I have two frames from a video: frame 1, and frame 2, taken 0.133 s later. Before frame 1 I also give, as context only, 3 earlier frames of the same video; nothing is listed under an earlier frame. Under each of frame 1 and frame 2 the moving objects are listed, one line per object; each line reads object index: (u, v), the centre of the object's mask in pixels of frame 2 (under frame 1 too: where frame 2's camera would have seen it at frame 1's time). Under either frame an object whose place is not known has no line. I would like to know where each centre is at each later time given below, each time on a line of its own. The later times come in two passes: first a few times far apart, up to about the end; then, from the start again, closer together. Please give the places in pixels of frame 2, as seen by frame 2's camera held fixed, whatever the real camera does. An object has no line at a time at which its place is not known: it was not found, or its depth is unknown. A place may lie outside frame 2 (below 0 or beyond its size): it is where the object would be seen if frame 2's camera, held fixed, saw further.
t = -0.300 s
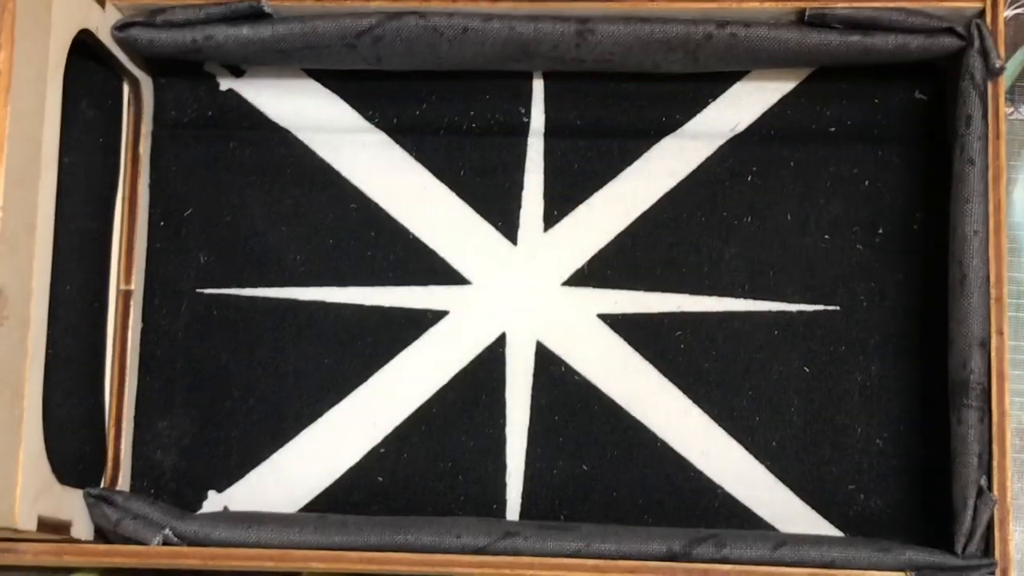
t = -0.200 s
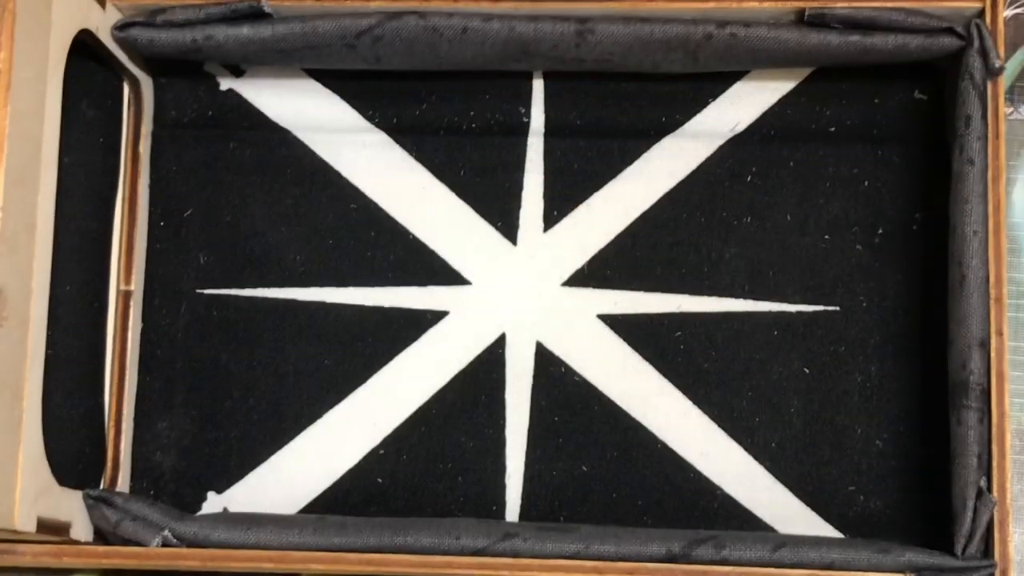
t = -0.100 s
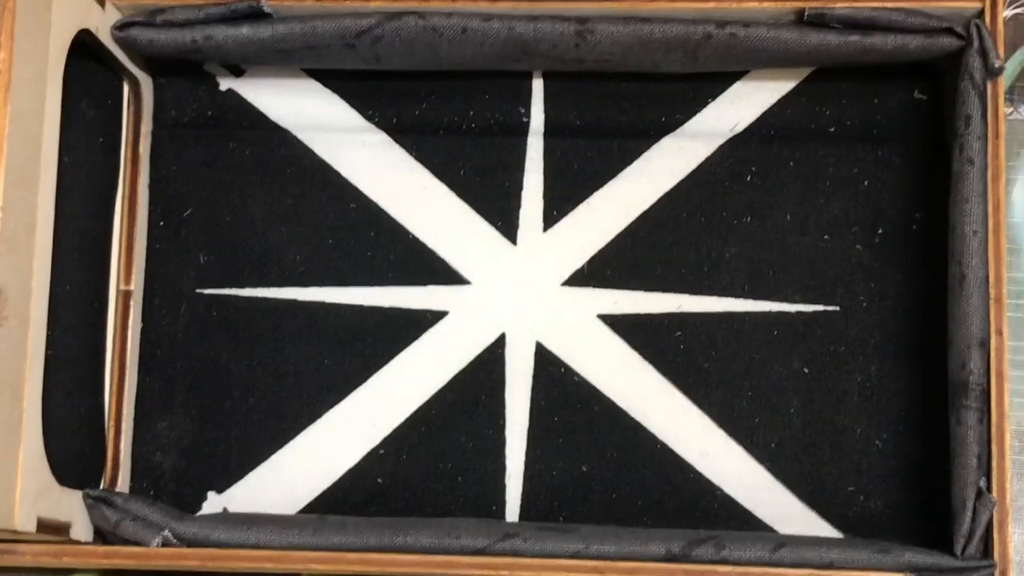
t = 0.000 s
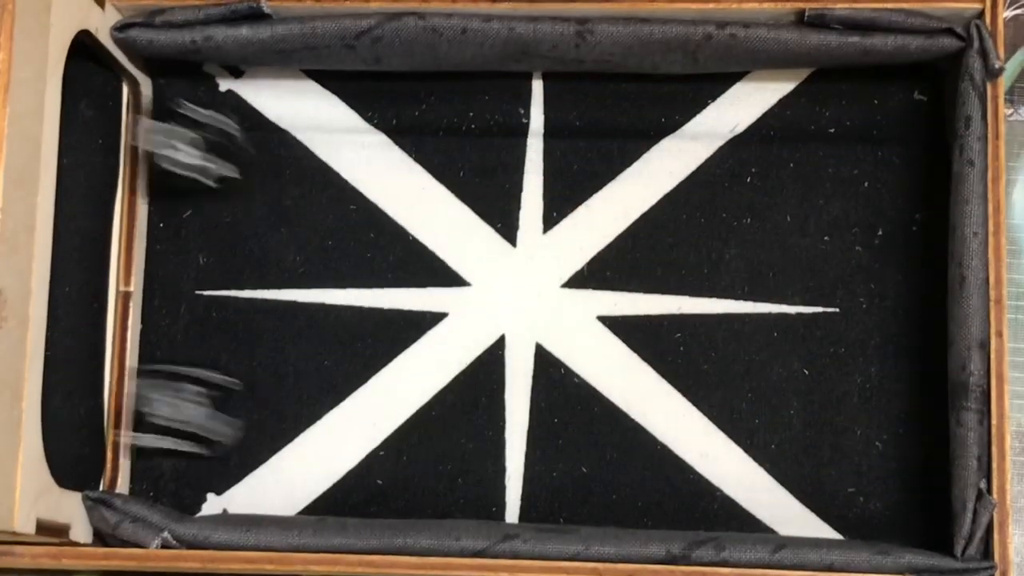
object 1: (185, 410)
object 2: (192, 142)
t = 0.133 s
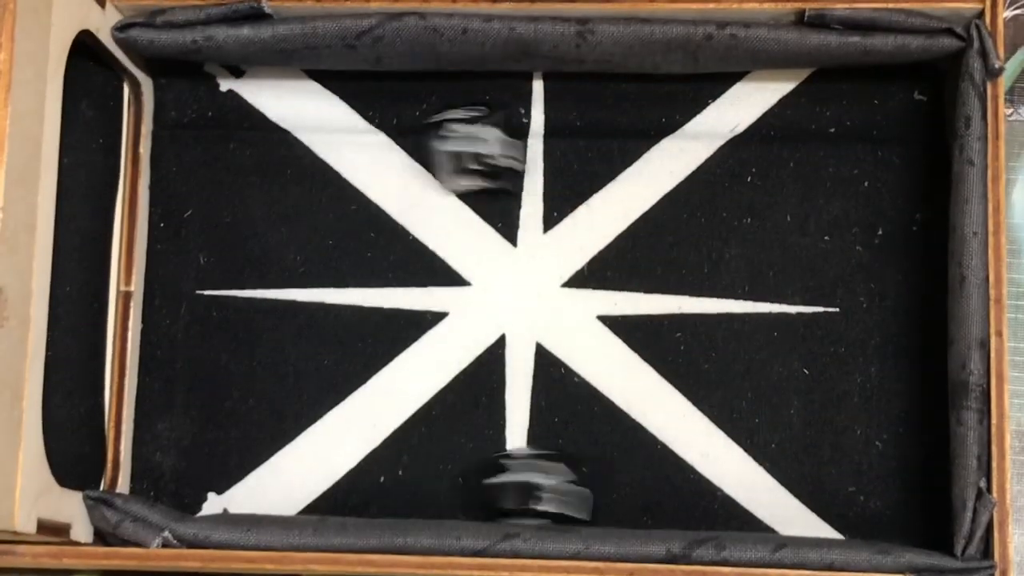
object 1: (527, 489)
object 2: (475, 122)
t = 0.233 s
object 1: (687, 474)
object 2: (601, 160)
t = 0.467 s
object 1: (812, 436)
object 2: (670, 118)
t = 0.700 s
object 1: (752, 470)
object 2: (664, 134)
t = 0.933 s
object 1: (751, 467)
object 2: (664, 134)
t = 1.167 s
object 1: (751, 467)
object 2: (665, 133)
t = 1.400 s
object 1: (751, 467)
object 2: (662, 127)
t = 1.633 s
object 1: (751, 467)
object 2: (663, 128)
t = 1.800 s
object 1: (751, 467)
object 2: (662, 128)
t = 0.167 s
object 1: (589, 486)
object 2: (517, 124)
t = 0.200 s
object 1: (647, 486)
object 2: (573, 132)
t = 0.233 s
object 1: (687, 474)
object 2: (601, 160)
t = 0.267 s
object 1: (723, 462)
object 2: (622, 164)
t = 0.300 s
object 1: (752, 448)
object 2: (649, 150)
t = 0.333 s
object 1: (778, 440)
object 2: (667, 142)
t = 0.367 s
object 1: (802, 433)
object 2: (671, 129)
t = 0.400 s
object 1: (819, 429)
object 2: (669, 120)
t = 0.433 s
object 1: (823, 435)
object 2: (670, 118)
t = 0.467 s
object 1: (812, 436)
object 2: (670, 118)
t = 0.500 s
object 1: (802, 432)
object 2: (670, 118)
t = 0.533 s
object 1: (794, 433)
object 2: (669, 120)
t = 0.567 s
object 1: (777, 435)
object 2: (667, 122)
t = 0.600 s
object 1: (766, 443)
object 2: (668, 127)
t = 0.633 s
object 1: (761, 450)
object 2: (665, 135)
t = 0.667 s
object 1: (756, 459)
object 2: (662, 137)
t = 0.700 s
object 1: (752, 470)
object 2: (664, 134)
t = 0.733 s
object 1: (753, 471)
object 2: (665, 132)
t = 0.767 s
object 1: (750, 465)
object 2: (665, 133)
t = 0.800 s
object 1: (751, 466)
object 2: (664, 134)
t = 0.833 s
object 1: (751, 467)
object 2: (665, 133)
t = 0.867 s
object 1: (751, 467)
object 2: (664, 134)
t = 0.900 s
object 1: (751, 467)
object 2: (665, 134)
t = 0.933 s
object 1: (751, 467)
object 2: (664, 134)
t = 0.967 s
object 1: (751, 467)
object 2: (664, 134)
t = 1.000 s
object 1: (751, 467)
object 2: (664, 134)
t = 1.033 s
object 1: (751, 467)
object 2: (665, 133)
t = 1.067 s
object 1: (751, 467)
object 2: (665, 133)
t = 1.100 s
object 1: (751, 467)
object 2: (664, 134)
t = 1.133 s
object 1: (751, 467)
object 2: (665, 133)
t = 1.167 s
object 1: (751, 467)
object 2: (665, 133)
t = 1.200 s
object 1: (751, 467)
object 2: (665, 132)
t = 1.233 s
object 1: (751, 467)
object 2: (663, 128)
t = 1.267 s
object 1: (751, 467)
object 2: (663, 127)
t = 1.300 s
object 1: (751, 467)
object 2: (663, 127)
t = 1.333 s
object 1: (751, 467)
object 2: (663, 127)
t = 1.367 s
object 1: (751, 467)
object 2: (662, 127)
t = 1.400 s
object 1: (751, 467)
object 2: (662, 127)
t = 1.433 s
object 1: (751, 467)
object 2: (662, 127)
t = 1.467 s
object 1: (751, 467)
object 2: (663, 127)
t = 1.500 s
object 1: (751, 467)
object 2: (663, 128)
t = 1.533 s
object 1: (751, 467)
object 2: (663, 128)
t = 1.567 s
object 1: (751, 467)
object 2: (664, 131)
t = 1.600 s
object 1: (751, 467)
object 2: (663, 129)
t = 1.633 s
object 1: (751, 467)
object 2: (663, 128)
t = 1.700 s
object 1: (751, 467)
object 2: (663, 128)
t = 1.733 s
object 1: (751, 467)
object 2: (662, 128)
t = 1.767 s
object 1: (751, 467)
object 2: (662, 128)
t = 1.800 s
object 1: (751, 467)
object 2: (662, 128)
